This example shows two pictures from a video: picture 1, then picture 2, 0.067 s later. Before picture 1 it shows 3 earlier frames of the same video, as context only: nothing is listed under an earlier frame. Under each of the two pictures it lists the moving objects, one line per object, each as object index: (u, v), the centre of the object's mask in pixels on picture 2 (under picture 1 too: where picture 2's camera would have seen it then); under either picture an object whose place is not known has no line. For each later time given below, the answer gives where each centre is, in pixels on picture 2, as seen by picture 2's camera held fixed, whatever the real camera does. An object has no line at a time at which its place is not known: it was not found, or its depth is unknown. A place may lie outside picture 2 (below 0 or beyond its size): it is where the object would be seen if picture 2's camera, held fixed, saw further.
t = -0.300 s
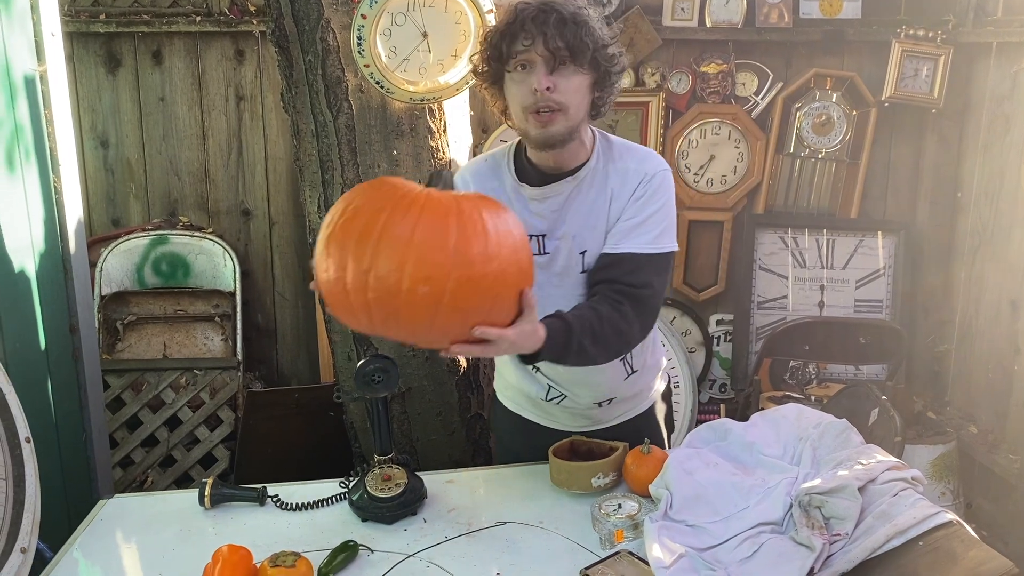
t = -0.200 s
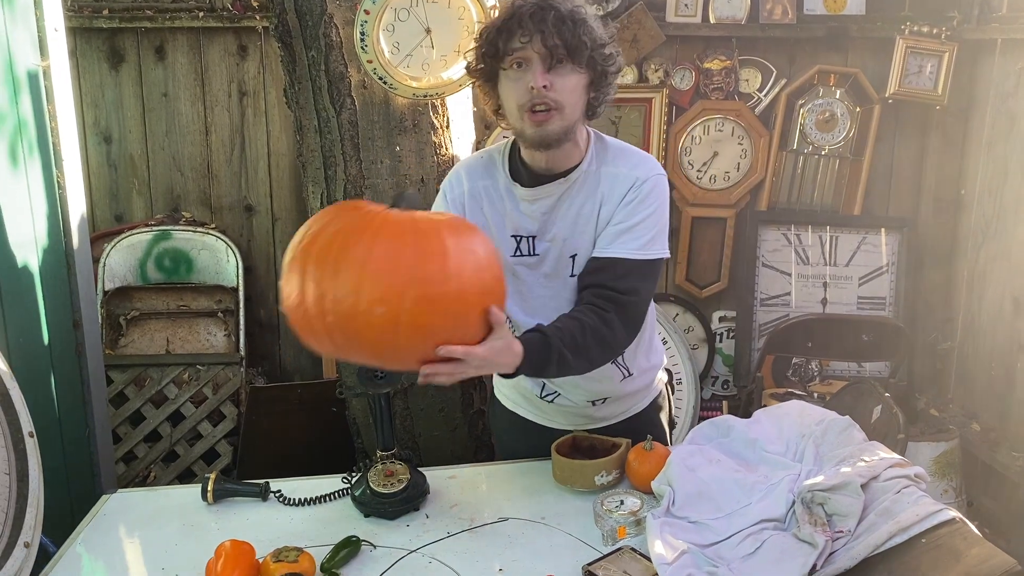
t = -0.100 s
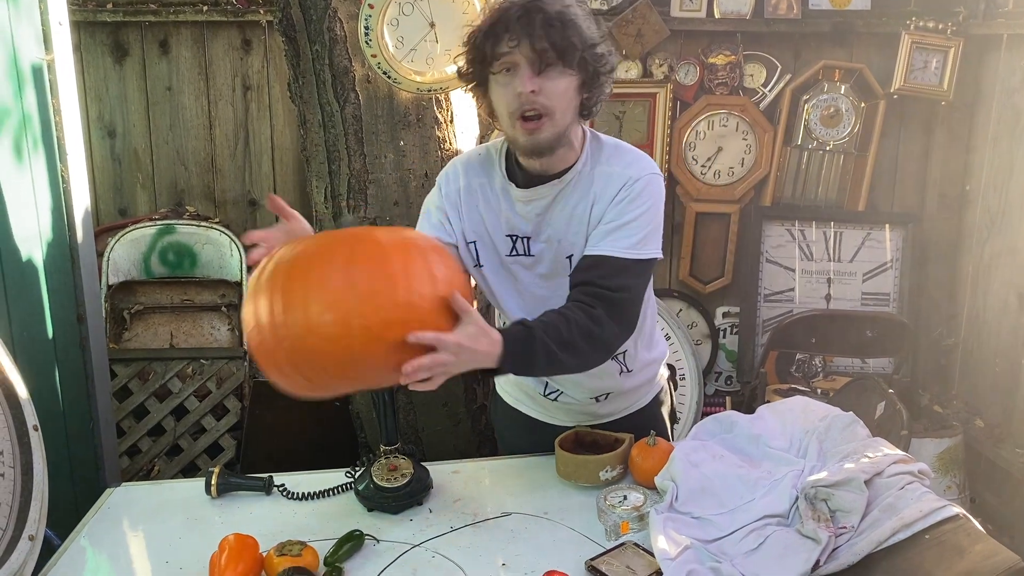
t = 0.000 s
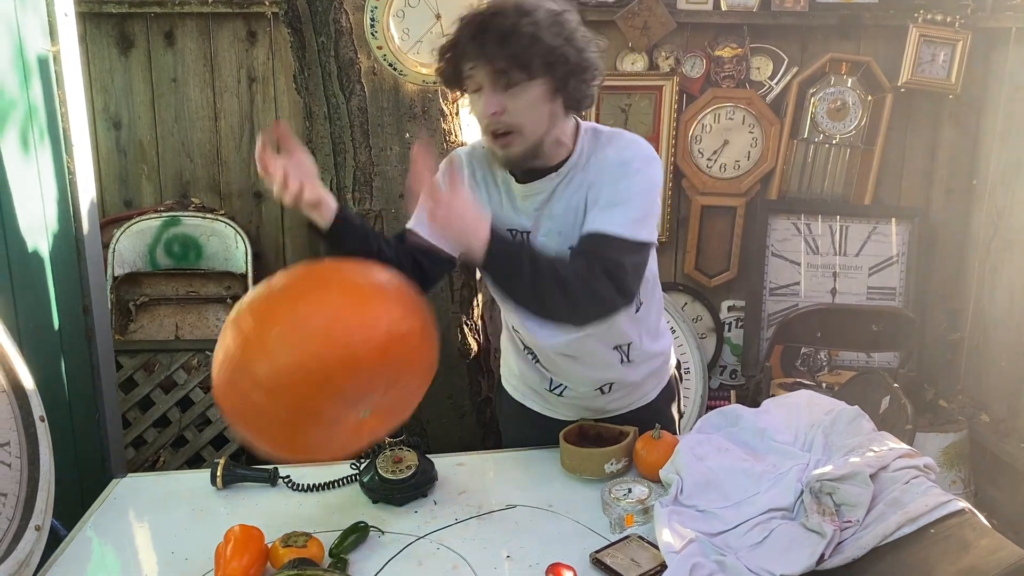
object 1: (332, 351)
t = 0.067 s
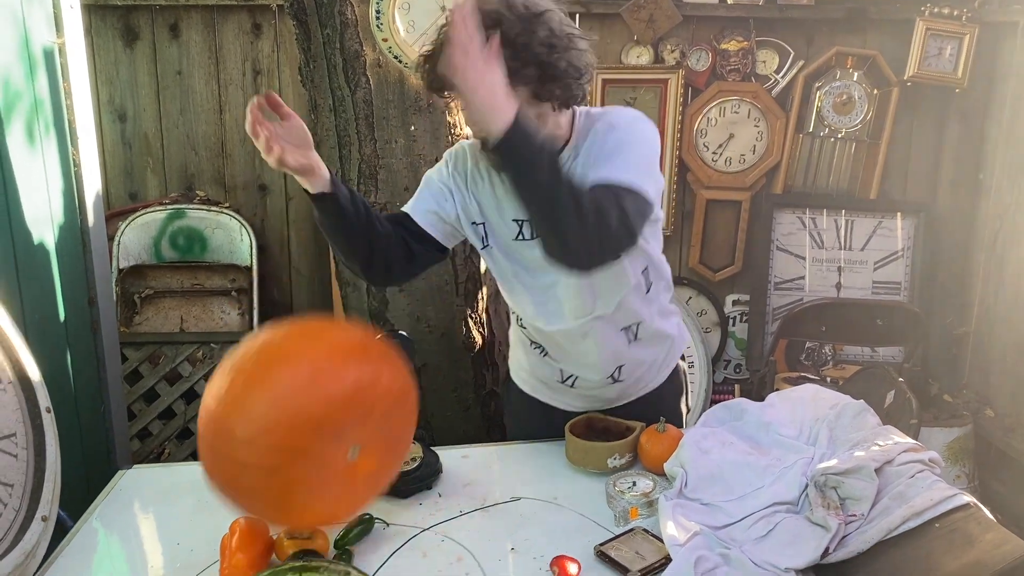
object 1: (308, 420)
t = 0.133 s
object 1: (284, 467)
